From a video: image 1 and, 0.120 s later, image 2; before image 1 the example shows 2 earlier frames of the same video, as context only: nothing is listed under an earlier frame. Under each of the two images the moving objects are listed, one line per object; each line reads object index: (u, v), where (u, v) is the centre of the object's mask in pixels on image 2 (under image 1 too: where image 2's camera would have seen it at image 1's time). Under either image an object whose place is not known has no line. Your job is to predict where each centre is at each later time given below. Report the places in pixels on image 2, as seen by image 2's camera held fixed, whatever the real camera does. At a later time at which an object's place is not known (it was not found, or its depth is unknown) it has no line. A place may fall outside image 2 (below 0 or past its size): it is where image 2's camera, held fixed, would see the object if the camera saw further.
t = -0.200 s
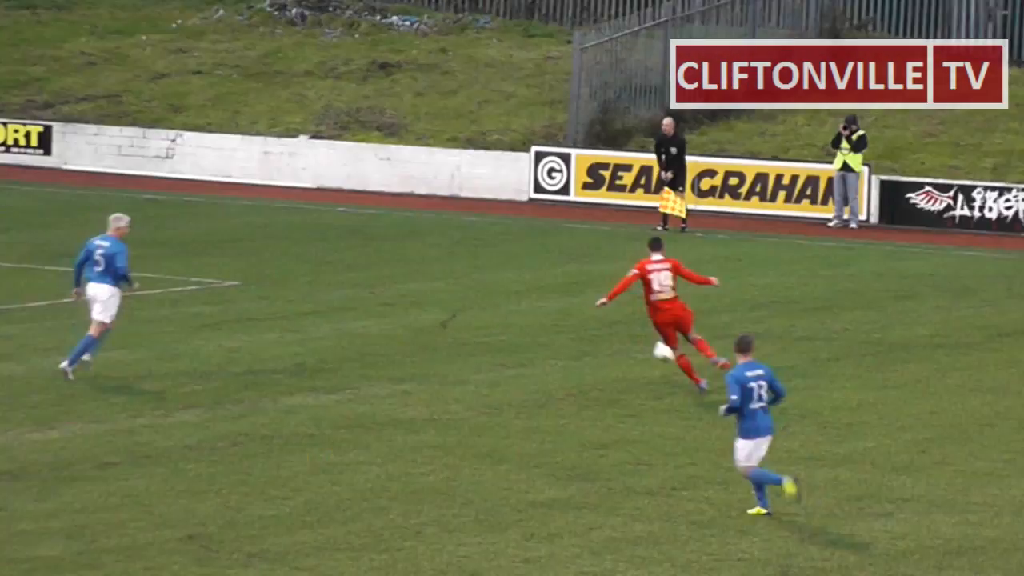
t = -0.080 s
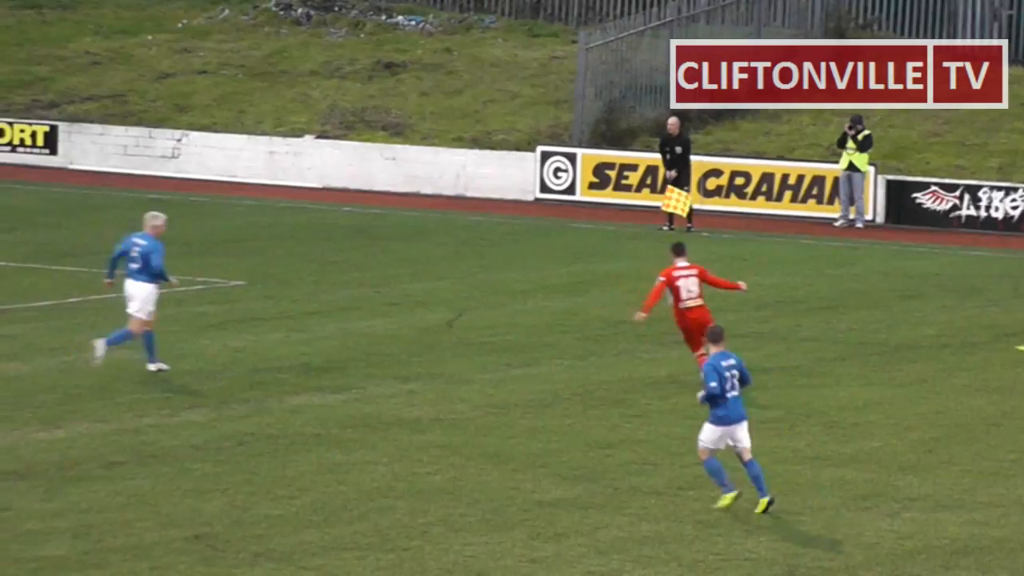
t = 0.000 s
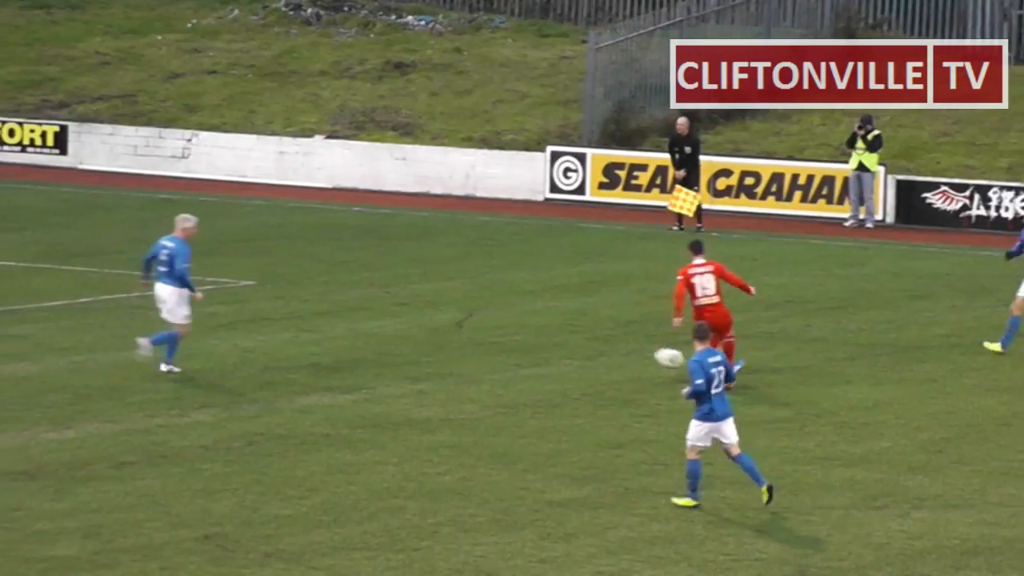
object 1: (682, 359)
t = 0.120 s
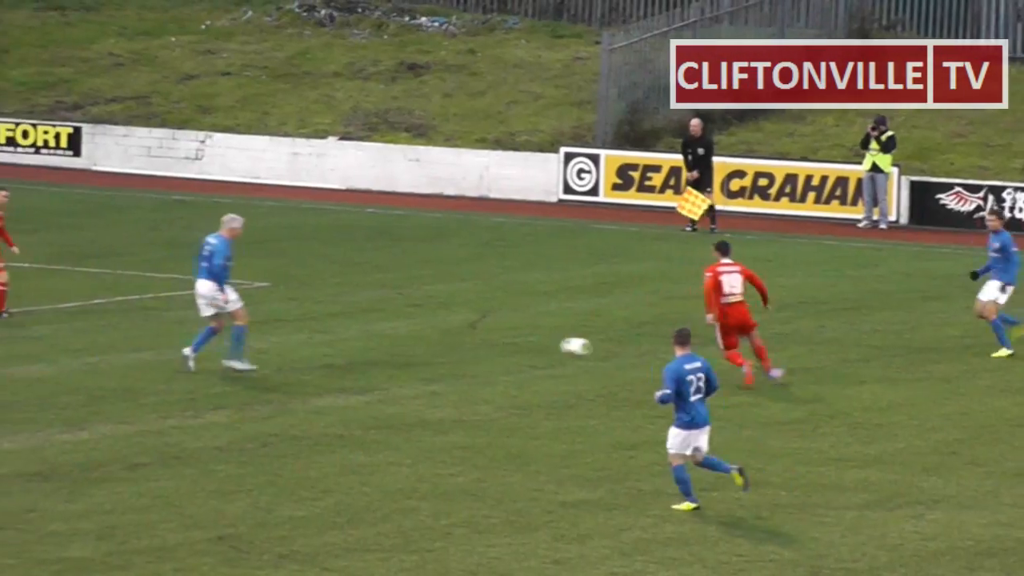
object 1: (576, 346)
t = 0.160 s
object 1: (540, 345)
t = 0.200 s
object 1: (507, 344)
